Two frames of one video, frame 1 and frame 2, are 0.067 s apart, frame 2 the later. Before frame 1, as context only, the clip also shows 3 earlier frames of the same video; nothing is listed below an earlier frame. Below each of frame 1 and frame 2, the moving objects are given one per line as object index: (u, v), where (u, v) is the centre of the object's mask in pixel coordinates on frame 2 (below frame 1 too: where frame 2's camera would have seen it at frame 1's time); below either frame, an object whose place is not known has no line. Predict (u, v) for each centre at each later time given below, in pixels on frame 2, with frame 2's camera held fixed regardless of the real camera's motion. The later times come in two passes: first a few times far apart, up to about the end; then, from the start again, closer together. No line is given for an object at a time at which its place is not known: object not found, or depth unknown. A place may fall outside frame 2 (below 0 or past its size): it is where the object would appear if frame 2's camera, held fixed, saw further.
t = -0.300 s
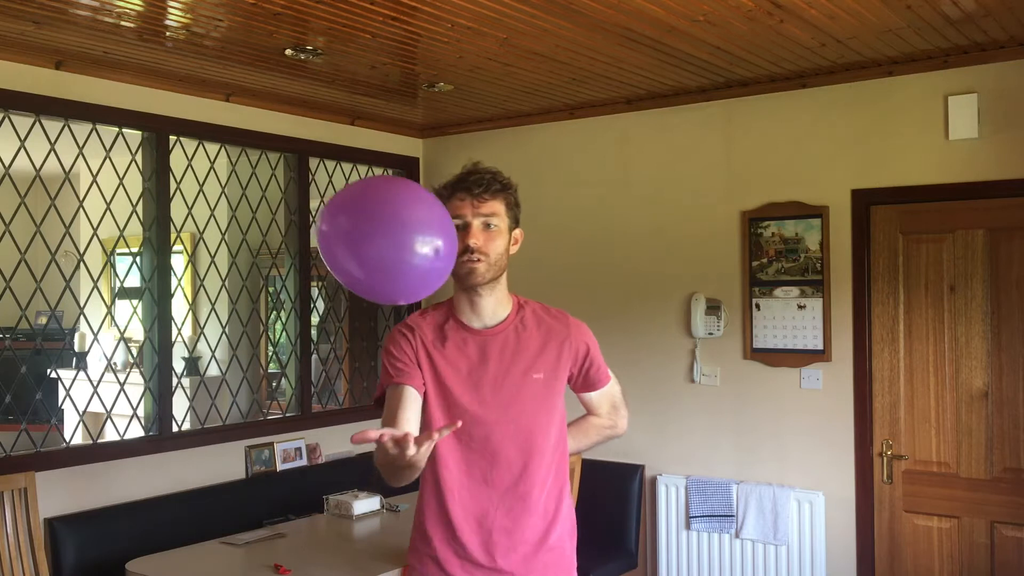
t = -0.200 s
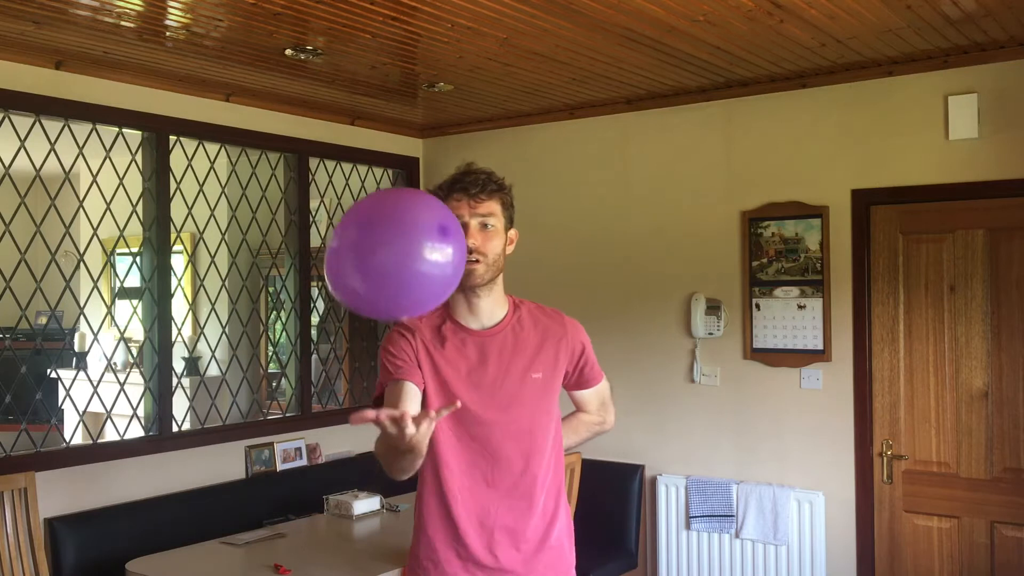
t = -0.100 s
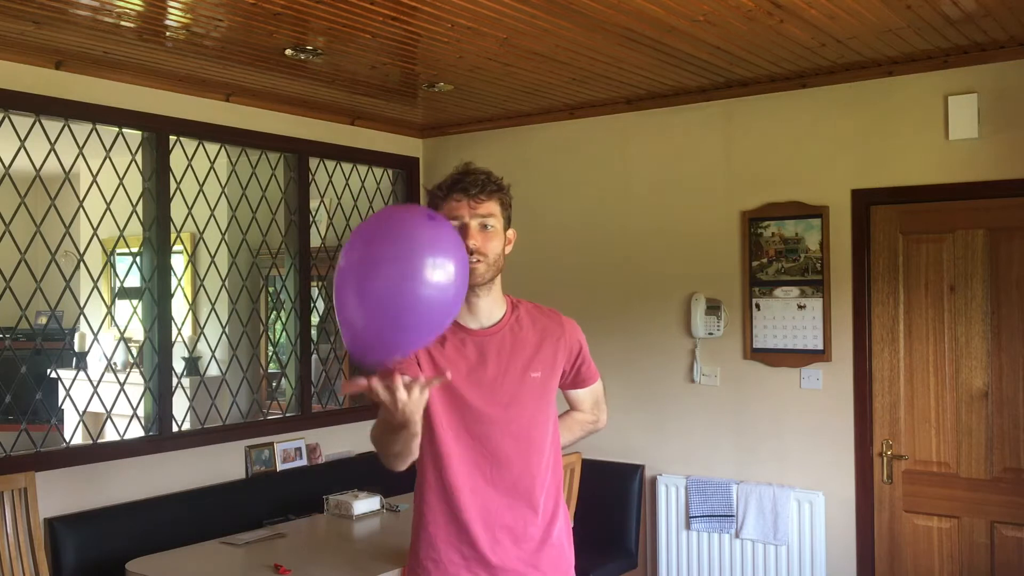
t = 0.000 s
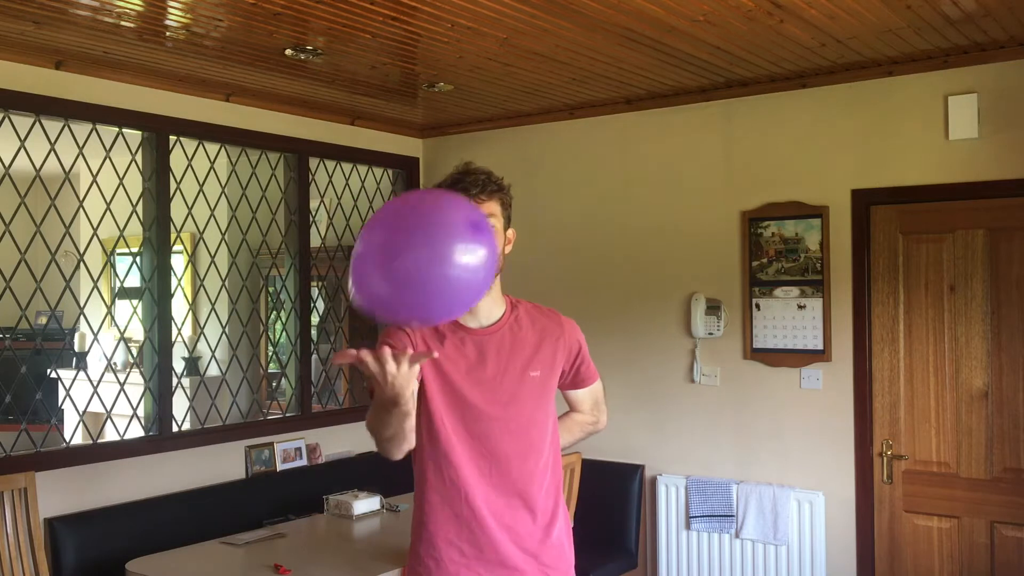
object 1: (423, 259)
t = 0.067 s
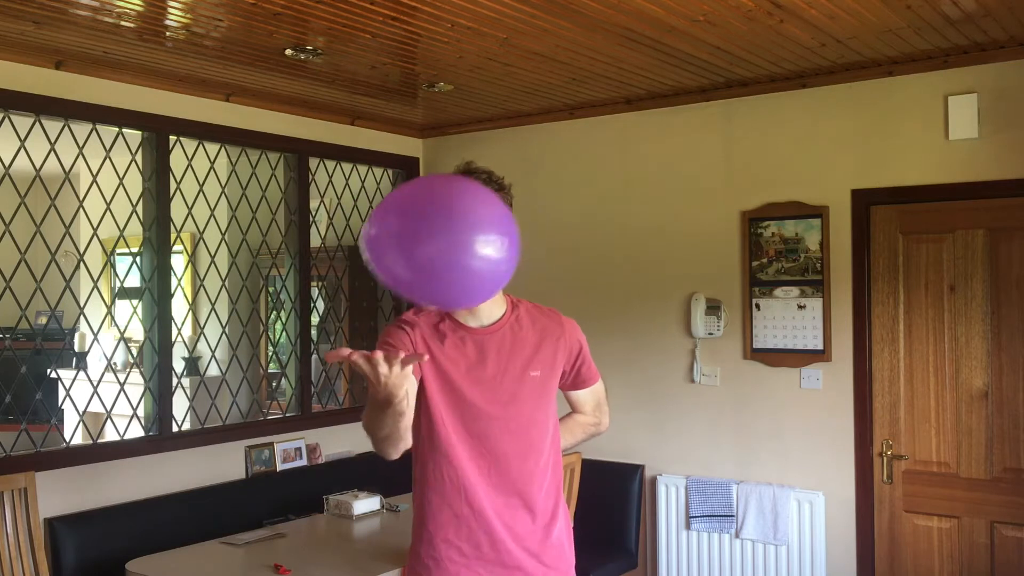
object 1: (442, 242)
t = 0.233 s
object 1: (480, 221)
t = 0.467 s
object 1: (532, 246)
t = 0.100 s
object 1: (450, 235)
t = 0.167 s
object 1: (464, 224)
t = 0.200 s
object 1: (472, 221)
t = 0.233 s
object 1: (480, 221)
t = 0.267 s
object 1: (487, 220)
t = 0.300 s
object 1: (494, 221)
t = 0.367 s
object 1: (510, 225)
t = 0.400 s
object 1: (517, 231)
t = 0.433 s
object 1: (525, 239)
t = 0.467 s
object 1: (532, 246)
